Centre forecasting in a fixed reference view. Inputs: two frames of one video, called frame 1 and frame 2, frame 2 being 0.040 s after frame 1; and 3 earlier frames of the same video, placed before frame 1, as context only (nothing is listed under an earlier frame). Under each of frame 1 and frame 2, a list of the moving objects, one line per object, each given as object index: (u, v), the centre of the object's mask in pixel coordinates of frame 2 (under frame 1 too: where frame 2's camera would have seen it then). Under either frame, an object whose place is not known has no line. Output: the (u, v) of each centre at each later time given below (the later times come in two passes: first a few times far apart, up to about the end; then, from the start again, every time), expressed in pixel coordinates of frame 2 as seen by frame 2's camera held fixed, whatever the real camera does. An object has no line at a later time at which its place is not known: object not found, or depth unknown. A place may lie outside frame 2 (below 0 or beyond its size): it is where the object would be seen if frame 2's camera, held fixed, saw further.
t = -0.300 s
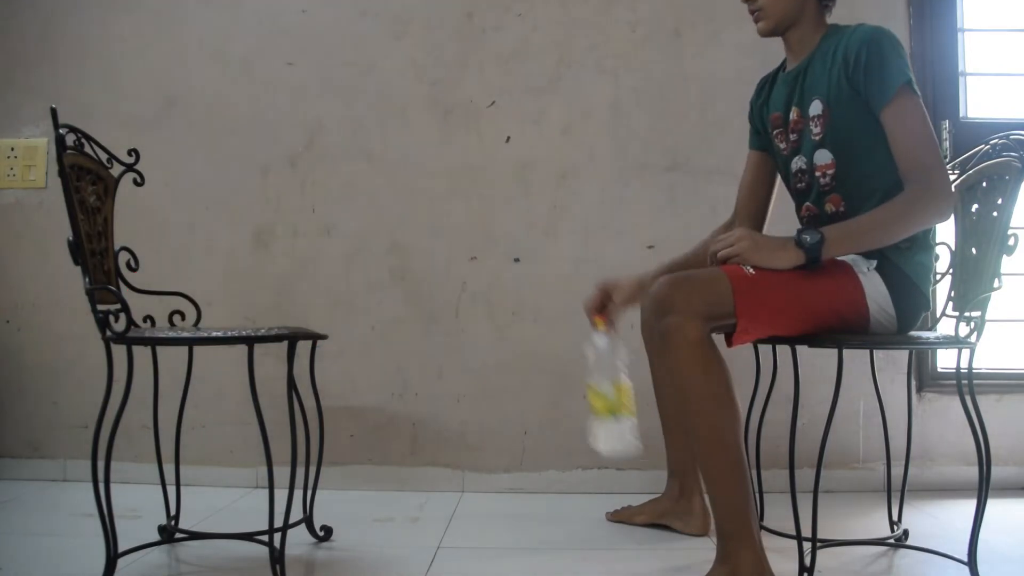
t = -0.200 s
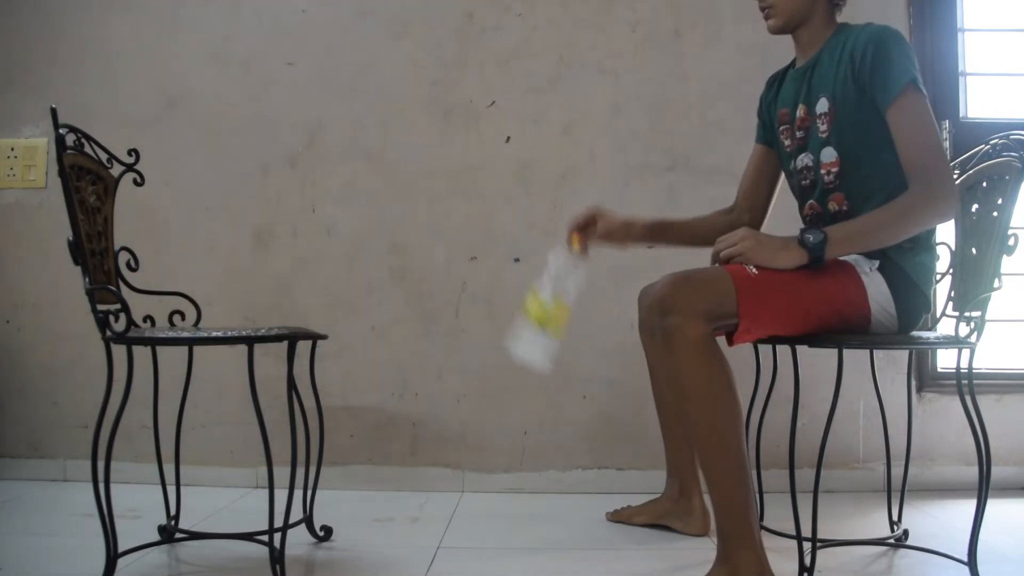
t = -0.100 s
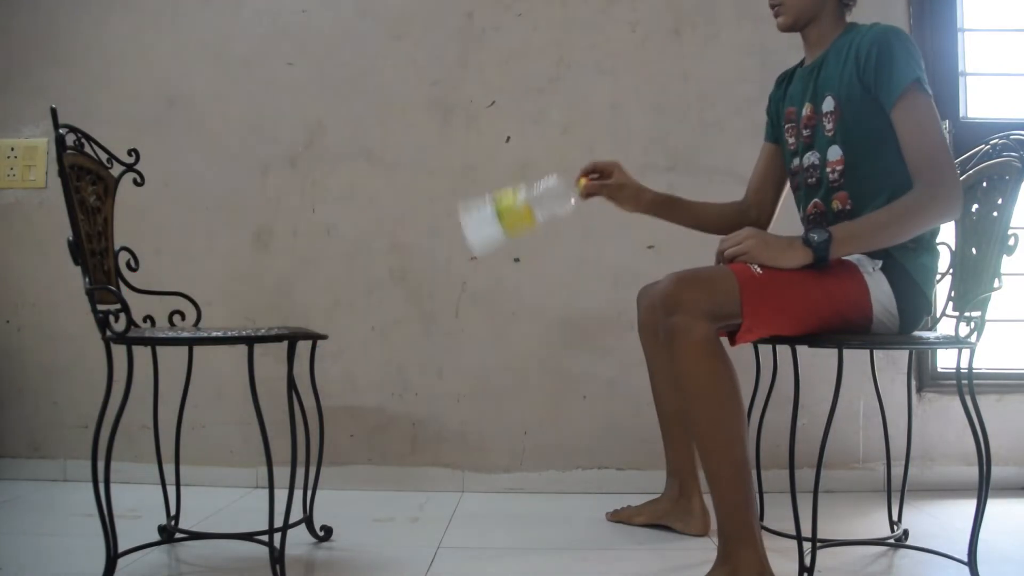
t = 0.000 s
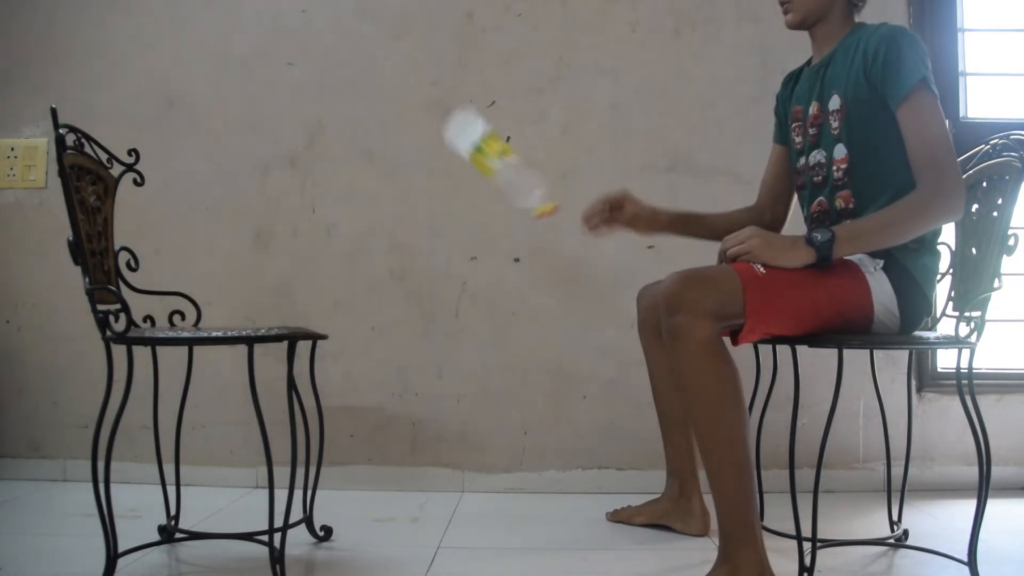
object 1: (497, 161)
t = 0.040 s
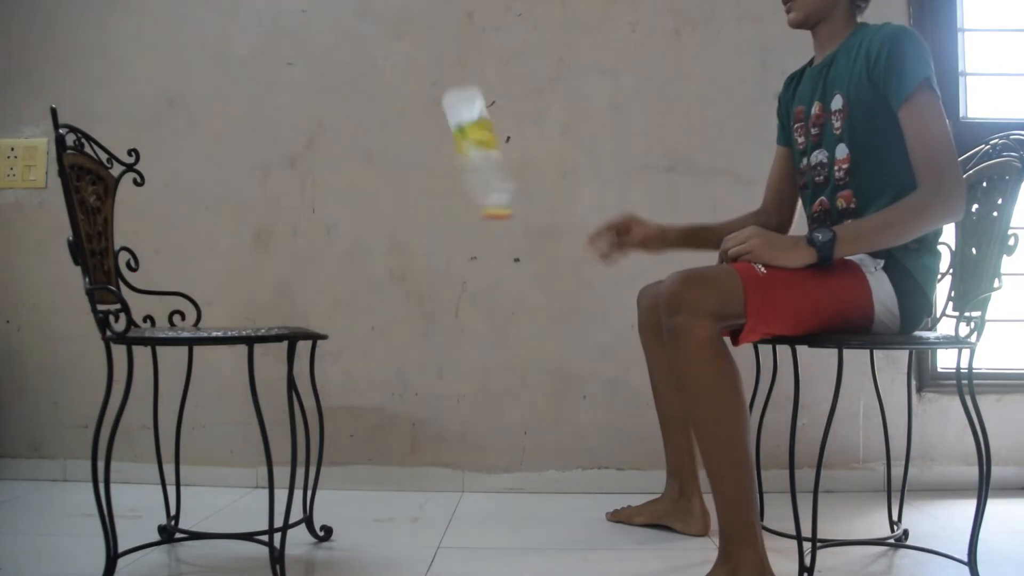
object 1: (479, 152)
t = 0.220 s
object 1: (415, 112)
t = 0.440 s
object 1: (414, 306)
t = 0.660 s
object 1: (425, 521)
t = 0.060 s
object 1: (467, 146)
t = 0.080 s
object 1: (456, 140)
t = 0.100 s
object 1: (445, 134)
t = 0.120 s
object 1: (435, 127)
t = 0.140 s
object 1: (427, 121)
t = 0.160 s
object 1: (421, 116)
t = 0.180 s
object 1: (417, 113)
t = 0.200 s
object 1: (415, 111)
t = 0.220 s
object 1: (415, 112)
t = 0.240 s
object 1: (415, 116)
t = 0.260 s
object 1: (415, 124)
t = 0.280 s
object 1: (415, 133)
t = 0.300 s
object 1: (415, 145)
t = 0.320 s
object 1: (415, 162)
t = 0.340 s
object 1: (415, 178)
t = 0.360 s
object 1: (415, 199)
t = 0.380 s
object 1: (415, 222)
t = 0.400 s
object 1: (415, 247)
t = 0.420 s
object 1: (415, 275)
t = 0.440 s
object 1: (414, 306)
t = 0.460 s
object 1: (413, 340)
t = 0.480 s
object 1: (413, 374)
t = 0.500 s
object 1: (413, 409)
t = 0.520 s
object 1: (414, 441)
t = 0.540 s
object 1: (413, 486)
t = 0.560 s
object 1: (417, 503)
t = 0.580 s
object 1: (422, 505)
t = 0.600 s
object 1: (423, 508)
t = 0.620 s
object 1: (424, 512)
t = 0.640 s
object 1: (424, 517)
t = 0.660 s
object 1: (425, 521)
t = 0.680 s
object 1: (431, 529)
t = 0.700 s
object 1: (431, 537)
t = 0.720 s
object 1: (430, 538)
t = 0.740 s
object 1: (432, 538)
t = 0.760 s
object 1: (433, 538)
